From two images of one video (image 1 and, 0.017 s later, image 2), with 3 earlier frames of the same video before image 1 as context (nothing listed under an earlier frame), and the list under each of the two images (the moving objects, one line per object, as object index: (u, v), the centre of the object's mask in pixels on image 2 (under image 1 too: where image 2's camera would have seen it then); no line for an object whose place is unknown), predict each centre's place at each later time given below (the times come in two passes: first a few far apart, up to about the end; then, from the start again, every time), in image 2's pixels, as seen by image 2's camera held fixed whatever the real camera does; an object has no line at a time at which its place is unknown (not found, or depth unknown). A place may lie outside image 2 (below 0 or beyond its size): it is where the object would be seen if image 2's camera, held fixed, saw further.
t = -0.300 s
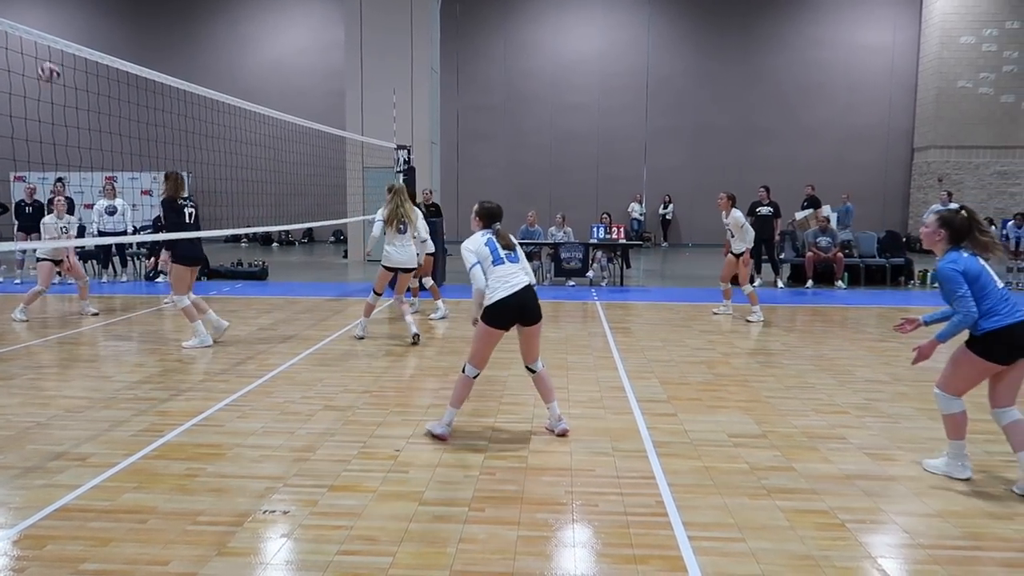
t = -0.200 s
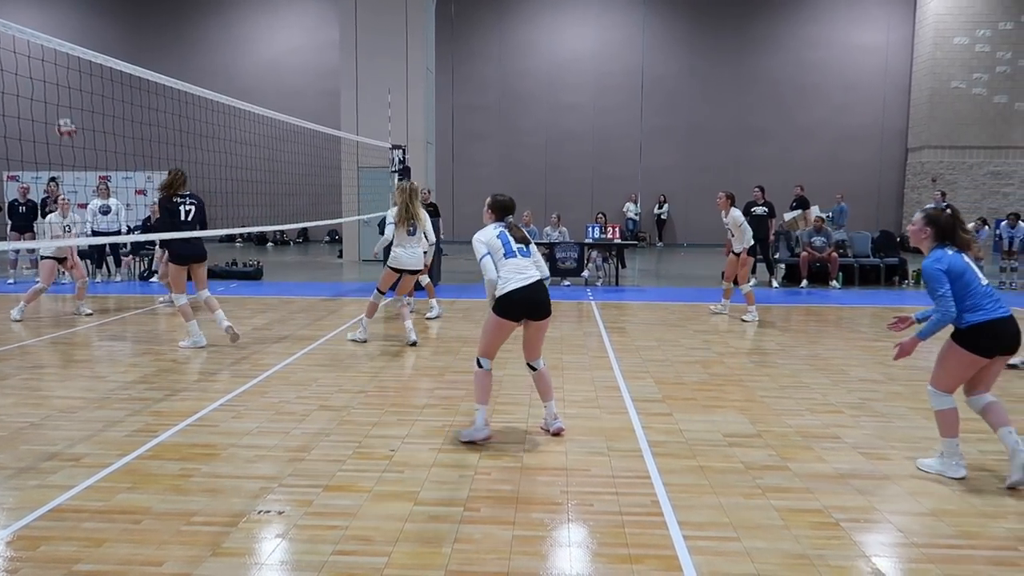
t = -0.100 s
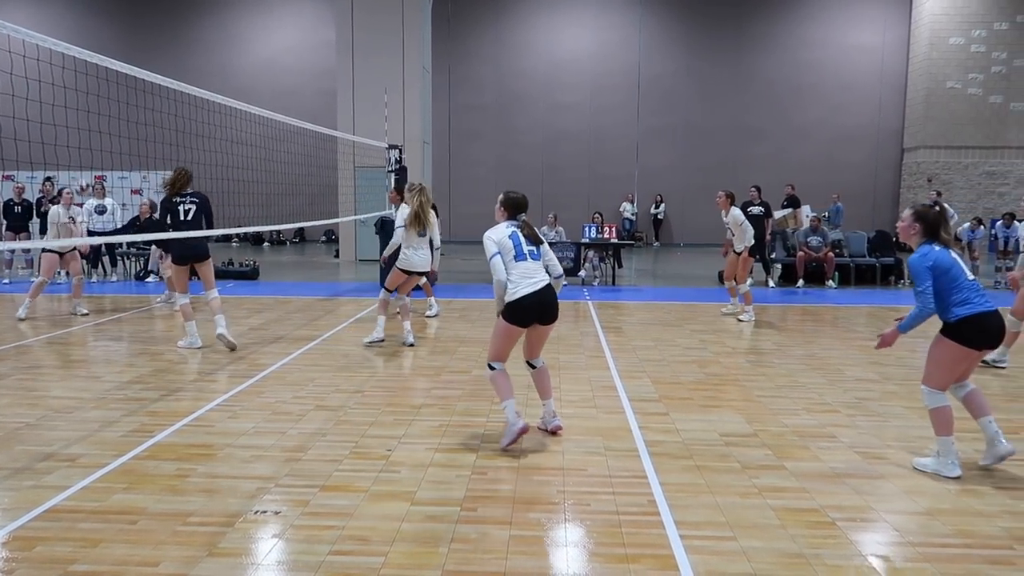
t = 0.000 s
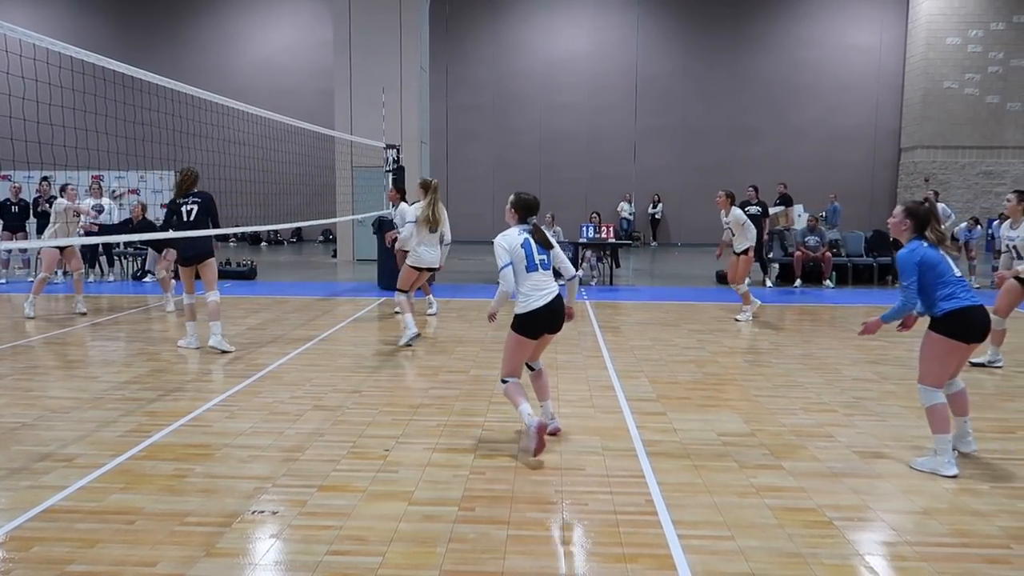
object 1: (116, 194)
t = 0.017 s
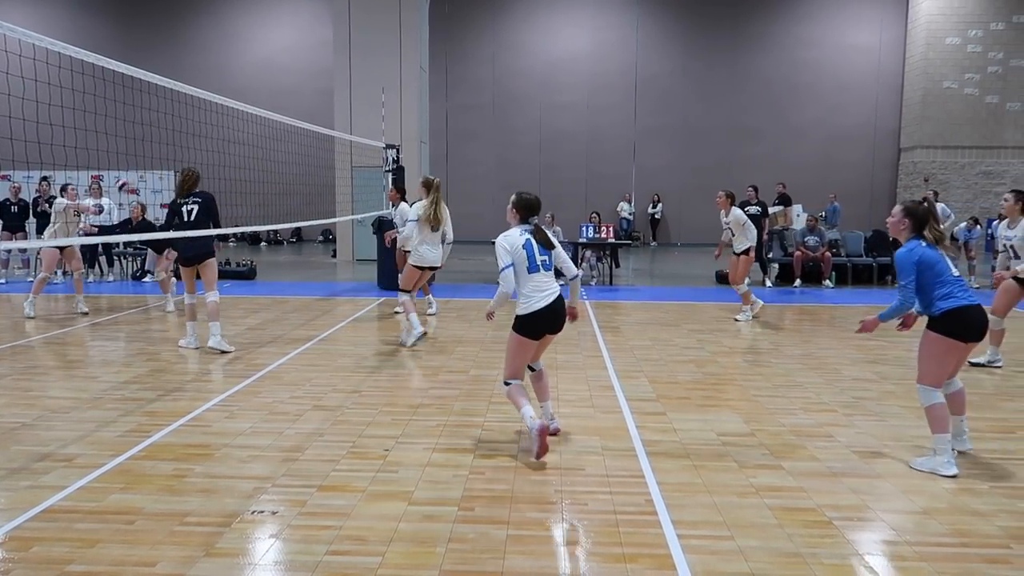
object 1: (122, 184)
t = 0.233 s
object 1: (236, 109)
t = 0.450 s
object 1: (351, 71)
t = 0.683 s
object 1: (472, 81)
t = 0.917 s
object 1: (591, 139)
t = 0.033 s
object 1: (133, 177)
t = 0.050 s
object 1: (142, 170)
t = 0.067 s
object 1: (149, 163)
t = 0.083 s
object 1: (158, 157)
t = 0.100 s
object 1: (167, 150)
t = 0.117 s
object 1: (176, 143)
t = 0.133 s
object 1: (185, 137)
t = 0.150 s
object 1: (193, 131)
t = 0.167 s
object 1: (201, 126)
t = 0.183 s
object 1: (209, 121)
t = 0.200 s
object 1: (218, 115)
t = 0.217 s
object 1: (228, 113)
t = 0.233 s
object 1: (236, 109)
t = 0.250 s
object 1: (246, 100)
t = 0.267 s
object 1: (254, 98)
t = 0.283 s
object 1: (263, 95)
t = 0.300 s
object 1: (272, 92)
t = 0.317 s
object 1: (281, 88)
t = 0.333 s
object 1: (289, 85)
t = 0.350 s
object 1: (297, 83)
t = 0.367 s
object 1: (307, 80)
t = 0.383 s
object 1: (316, 79)
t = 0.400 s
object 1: (324, 76)
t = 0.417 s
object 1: (333, 74)
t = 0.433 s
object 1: (342, 73)
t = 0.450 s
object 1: (351, 71)
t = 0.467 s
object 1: (360, 70)
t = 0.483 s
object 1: (369, 70)
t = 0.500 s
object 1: (377, 70)
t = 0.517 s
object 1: (386, 69)
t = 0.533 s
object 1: (396, 69)
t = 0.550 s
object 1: (403, 70)
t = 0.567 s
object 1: (412, 70)
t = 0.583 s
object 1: (420, 71)
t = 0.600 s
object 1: (429, 72)
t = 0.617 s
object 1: (438, 74)
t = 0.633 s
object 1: (446, 75)
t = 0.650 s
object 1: (454, 77)
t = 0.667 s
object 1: (463, 79)
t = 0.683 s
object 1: (472, 81)
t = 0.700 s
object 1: (480, 84)
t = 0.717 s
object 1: (488, 87)
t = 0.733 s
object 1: (496, 90)
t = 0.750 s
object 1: (505, 93)
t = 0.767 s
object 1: (513, 96)
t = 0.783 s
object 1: (521, 100)
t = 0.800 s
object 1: (530, 104)
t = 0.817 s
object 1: (538, 108)
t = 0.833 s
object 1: (546, 113)
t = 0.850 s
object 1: (556, 117)
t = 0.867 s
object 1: (565, 123)
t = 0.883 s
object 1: (571, 128)
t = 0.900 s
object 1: (582, 133)
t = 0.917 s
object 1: (591, 139)
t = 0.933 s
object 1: (600, 145)
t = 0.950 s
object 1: (608, 151)
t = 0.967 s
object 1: (616, 157)
